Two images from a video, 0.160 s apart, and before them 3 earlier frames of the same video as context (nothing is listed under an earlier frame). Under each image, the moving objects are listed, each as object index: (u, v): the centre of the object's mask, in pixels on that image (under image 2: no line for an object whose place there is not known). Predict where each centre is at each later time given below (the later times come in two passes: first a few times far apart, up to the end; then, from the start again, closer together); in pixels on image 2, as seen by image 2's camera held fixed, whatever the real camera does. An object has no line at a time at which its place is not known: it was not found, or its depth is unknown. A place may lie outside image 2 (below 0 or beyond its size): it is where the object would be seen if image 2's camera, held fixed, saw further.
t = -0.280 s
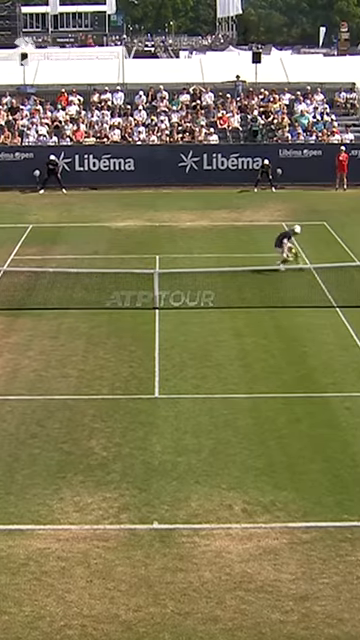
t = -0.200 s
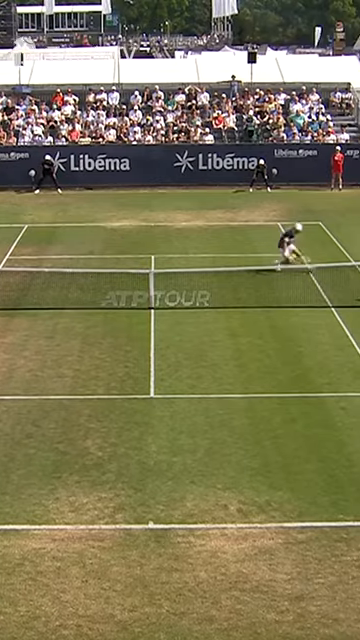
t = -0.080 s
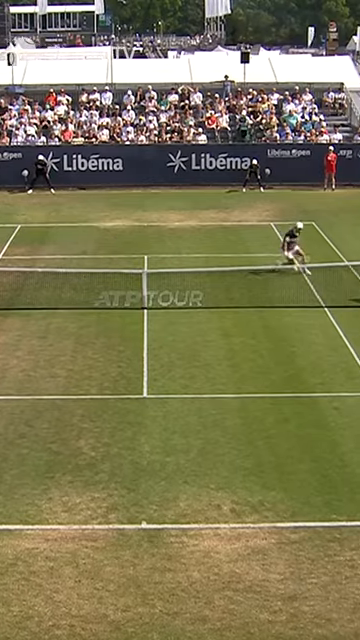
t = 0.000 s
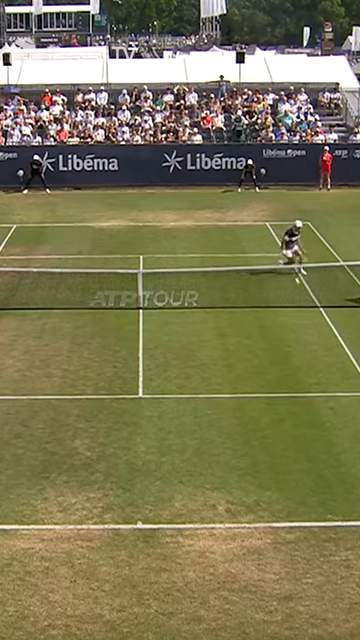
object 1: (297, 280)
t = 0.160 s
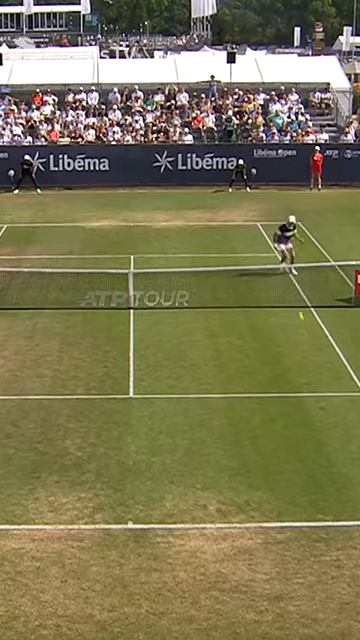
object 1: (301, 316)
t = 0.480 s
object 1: (331, 436)
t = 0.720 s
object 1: (351, 430)
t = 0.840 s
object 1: (361, 437)
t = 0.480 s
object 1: (331, 436)
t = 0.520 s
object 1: (335, 437)
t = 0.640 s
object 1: (344, 430)
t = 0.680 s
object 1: (347, 429)
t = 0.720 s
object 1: (351, 430)
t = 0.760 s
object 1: (354, 431)
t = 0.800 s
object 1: (357, 434)
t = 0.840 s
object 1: (361, 437)
